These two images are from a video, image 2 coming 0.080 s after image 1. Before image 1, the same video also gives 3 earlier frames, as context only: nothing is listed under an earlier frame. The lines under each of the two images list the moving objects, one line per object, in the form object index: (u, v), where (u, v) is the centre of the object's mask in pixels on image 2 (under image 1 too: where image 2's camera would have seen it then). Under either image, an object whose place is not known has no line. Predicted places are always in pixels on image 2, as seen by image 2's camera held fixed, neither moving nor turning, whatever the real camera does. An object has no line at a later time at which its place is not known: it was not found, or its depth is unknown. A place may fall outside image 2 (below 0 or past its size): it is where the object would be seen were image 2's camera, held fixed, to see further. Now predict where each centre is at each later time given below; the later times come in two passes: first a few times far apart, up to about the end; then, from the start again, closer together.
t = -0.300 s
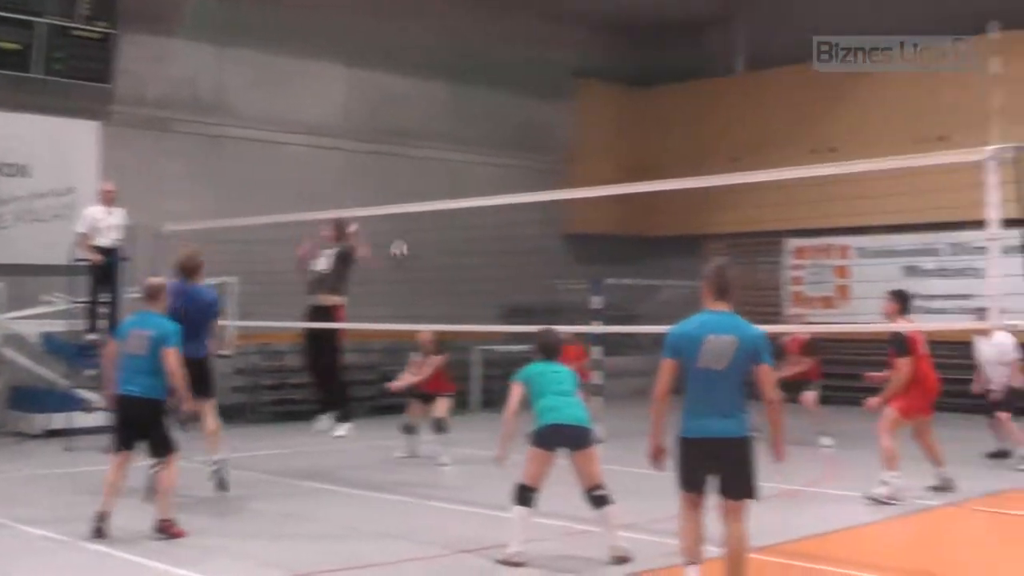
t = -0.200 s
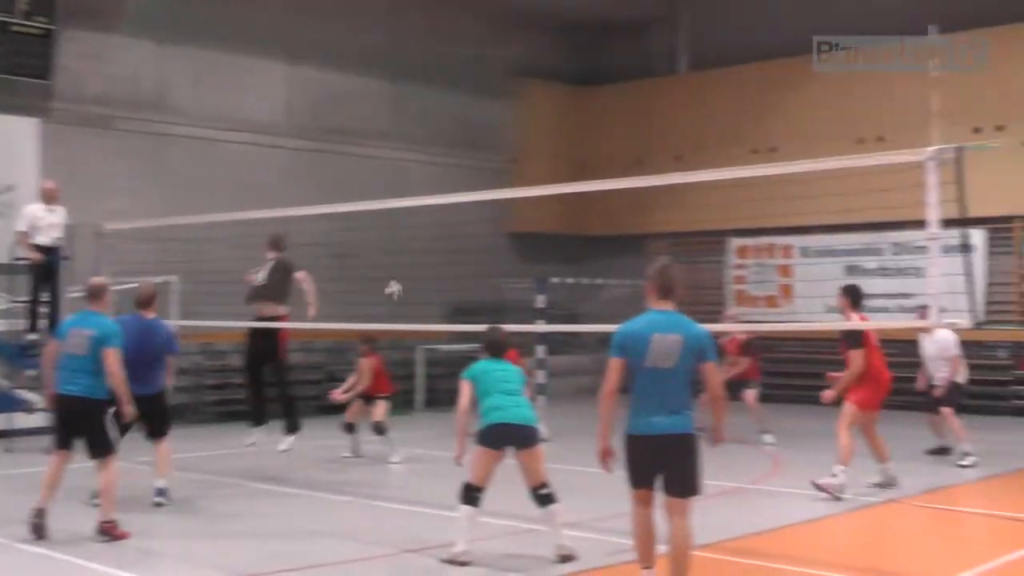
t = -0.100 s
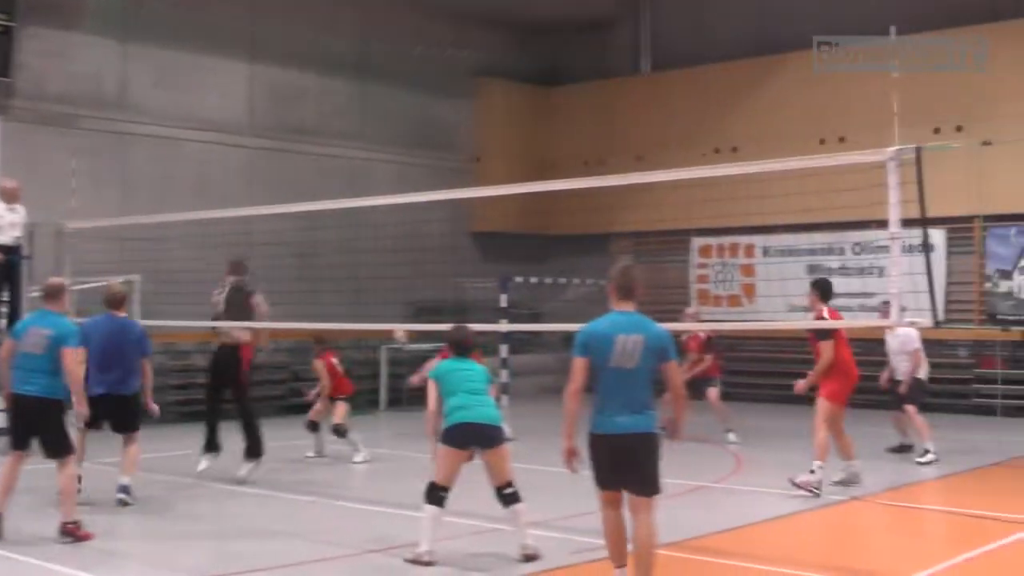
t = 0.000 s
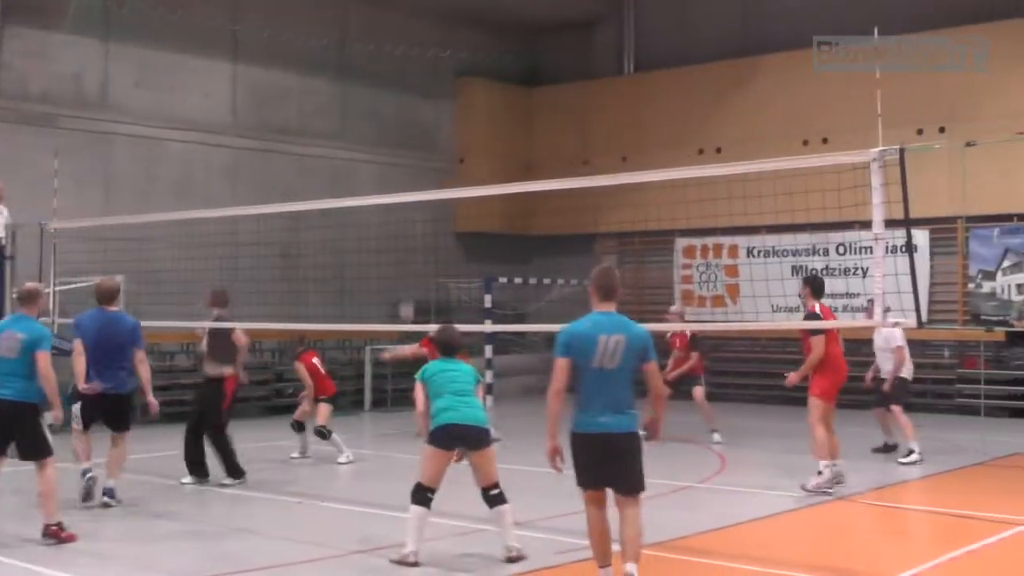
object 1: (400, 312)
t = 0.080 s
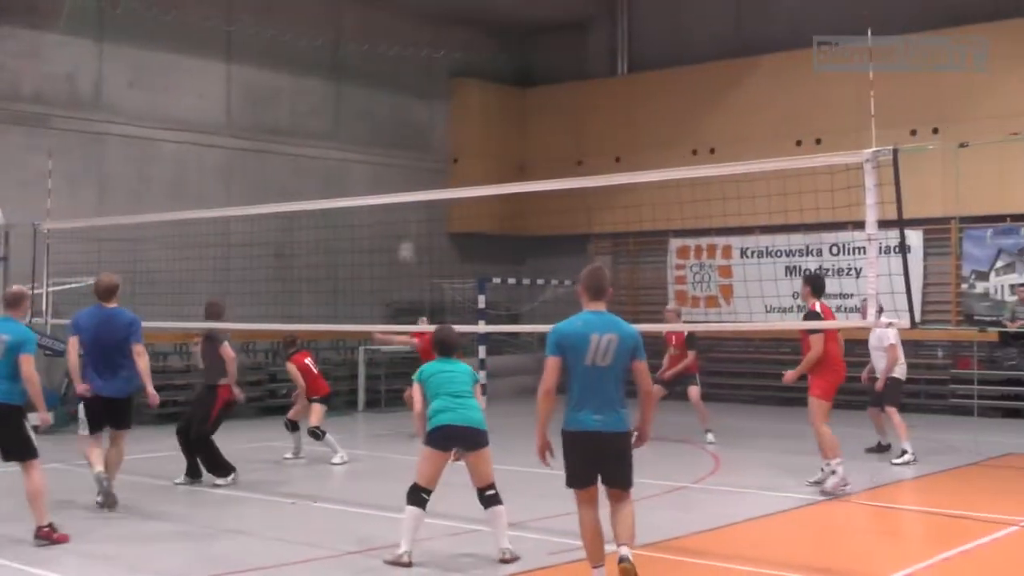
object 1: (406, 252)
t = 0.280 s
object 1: (425, 122)
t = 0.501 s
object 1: (450, 19)
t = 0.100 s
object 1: (408, 236)
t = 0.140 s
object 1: (411, 209)
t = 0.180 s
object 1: (416, 183)
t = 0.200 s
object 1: (417, 170)
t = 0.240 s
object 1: (421, 144)
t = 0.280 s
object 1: (425, 122)
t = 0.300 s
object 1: (428, 110)
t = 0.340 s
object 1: (432, 90)
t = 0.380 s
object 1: (436, 71)
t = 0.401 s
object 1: (438, 62)
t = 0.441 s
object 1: (443, 43)
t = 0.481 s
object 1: (448, 27)
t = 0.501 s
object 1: (450, 19)
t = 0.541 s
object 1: (455, 5)
